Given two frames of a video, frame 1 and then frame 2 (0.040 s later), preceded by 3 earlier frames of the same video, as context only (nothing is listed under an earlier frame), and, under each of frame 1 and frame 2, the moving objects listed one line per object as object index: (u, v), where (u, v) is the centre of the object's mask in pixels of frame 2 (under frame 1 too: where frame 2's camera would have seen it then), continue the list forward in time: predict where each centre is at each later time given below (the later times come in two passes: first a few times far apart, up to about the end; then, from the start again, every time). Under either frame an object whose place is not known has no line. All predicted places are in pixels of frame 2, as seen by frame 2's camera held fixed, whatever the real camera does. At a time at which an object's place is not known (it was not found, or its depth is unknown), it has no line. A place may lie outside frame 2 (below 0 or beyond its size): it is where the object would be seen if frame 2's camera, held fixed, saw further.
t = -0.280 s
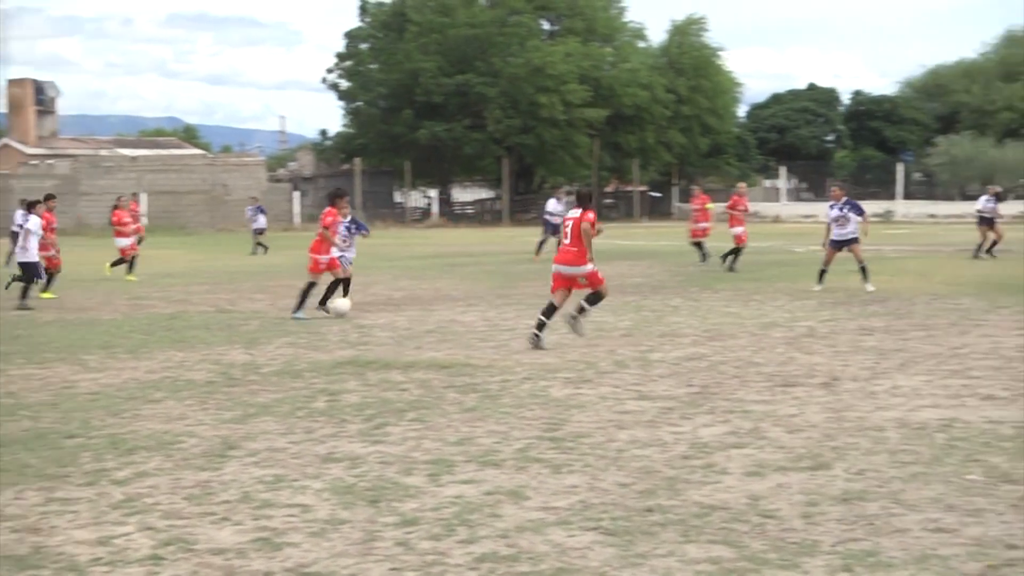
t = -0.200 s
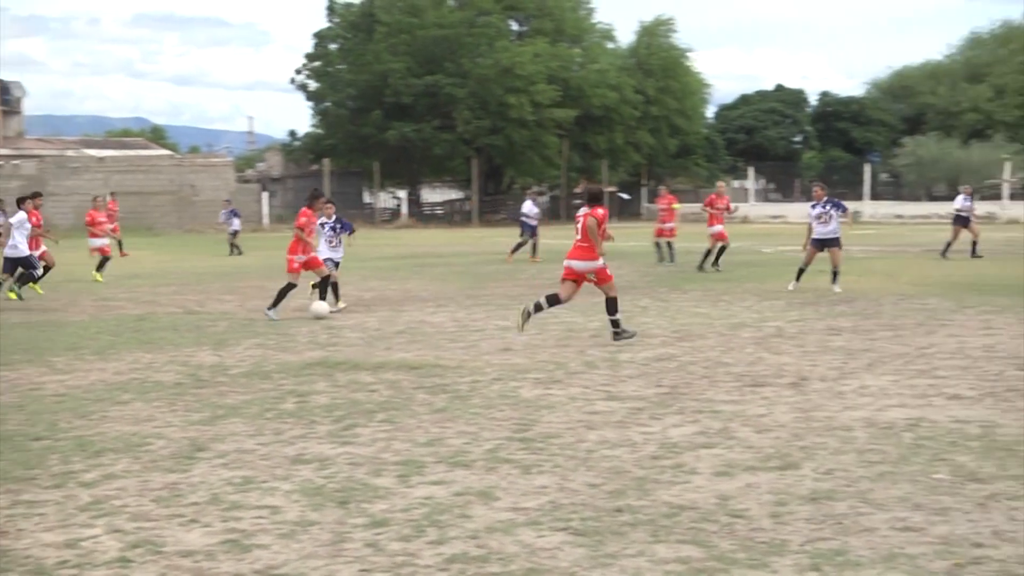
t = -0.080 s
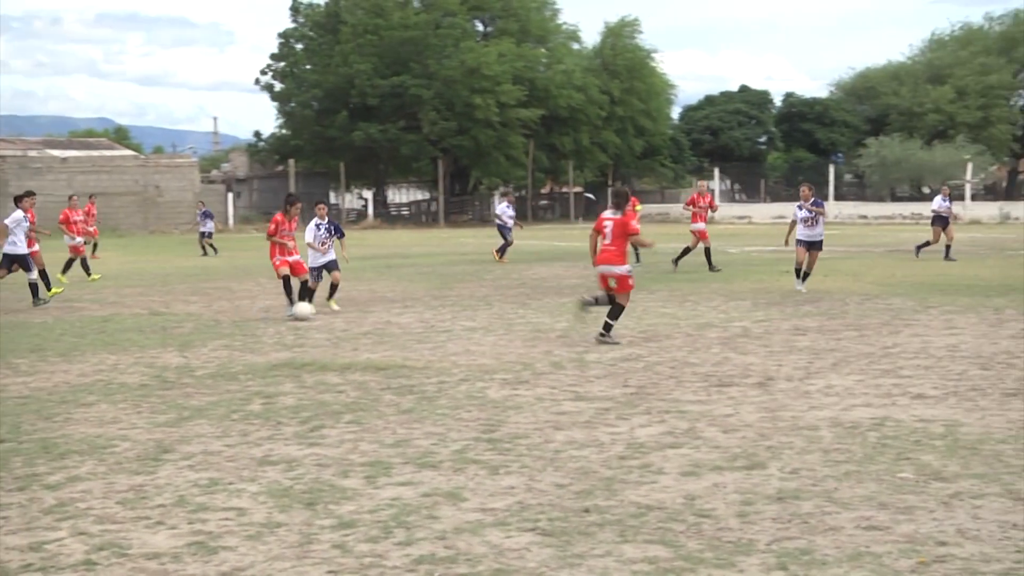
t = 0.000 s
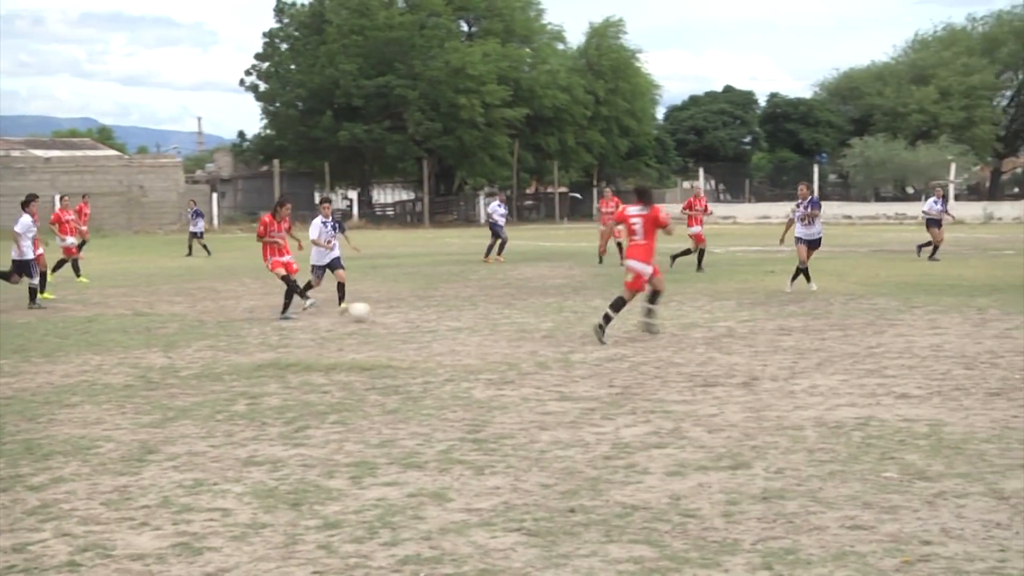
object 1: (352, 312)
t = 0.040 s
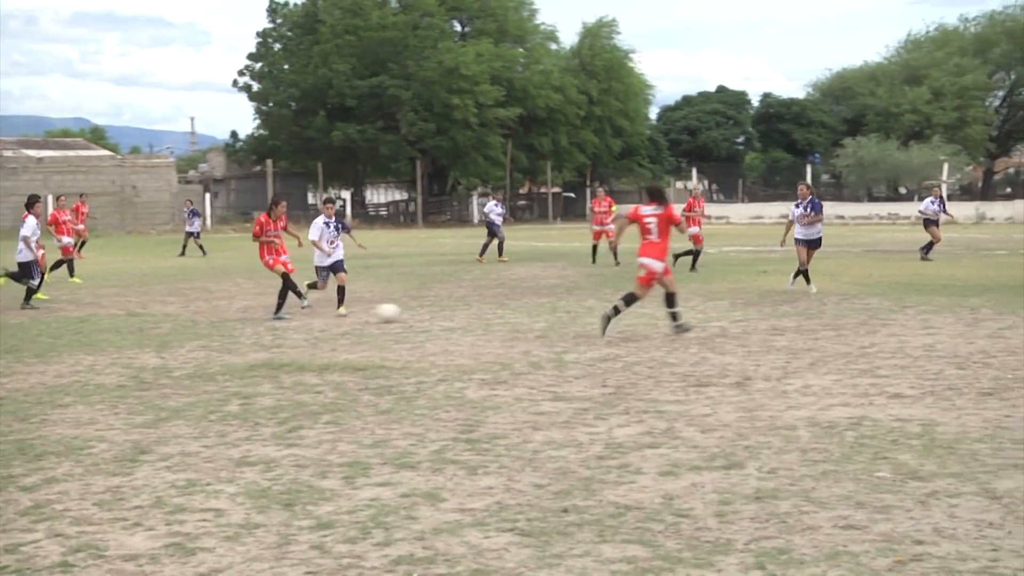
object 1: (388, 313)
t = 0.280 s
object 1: (578, 305)
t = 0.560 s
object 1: (773, 303)
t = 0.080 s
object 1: (420, 312)
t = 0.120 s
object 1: (453, 312)
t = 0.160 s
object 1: (487, 312)
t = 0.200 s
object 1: (518, 309)
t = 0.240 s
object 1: (548, 306)
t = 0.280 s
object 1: (578, 305)
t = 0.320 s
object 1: (608, 304)
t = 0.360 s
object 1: (639, 304)
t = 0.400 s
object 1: (669, 308)
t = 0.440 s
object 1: (697, 307)
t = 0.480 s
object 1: (722, 304)
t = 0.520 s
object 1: (748, 303)
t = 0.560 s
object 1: (773, 303)
